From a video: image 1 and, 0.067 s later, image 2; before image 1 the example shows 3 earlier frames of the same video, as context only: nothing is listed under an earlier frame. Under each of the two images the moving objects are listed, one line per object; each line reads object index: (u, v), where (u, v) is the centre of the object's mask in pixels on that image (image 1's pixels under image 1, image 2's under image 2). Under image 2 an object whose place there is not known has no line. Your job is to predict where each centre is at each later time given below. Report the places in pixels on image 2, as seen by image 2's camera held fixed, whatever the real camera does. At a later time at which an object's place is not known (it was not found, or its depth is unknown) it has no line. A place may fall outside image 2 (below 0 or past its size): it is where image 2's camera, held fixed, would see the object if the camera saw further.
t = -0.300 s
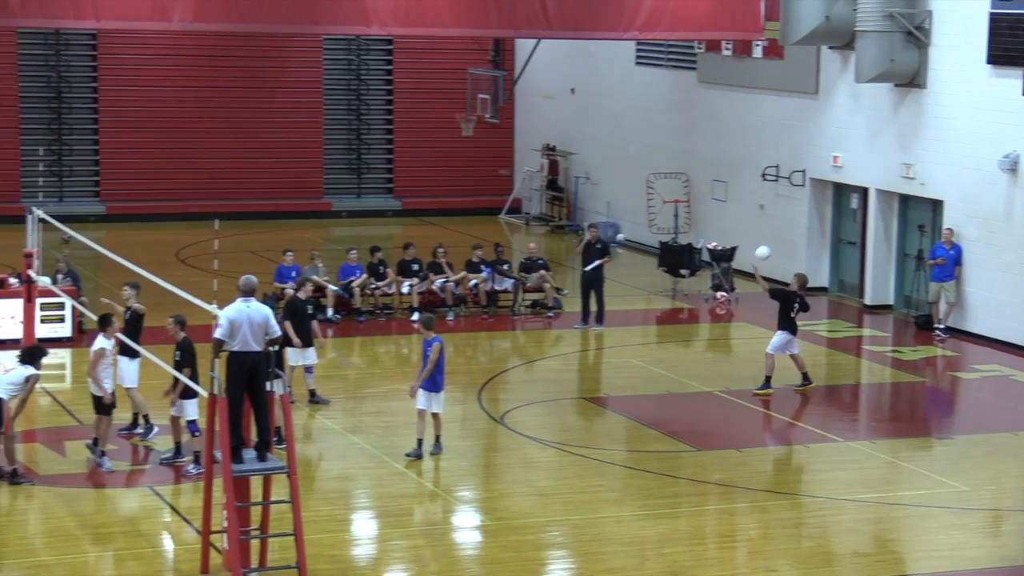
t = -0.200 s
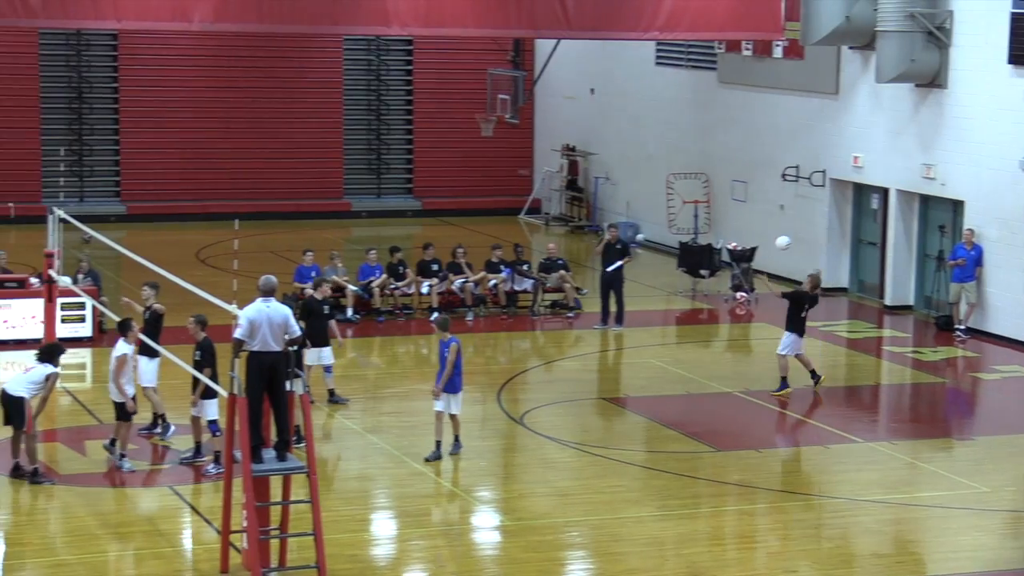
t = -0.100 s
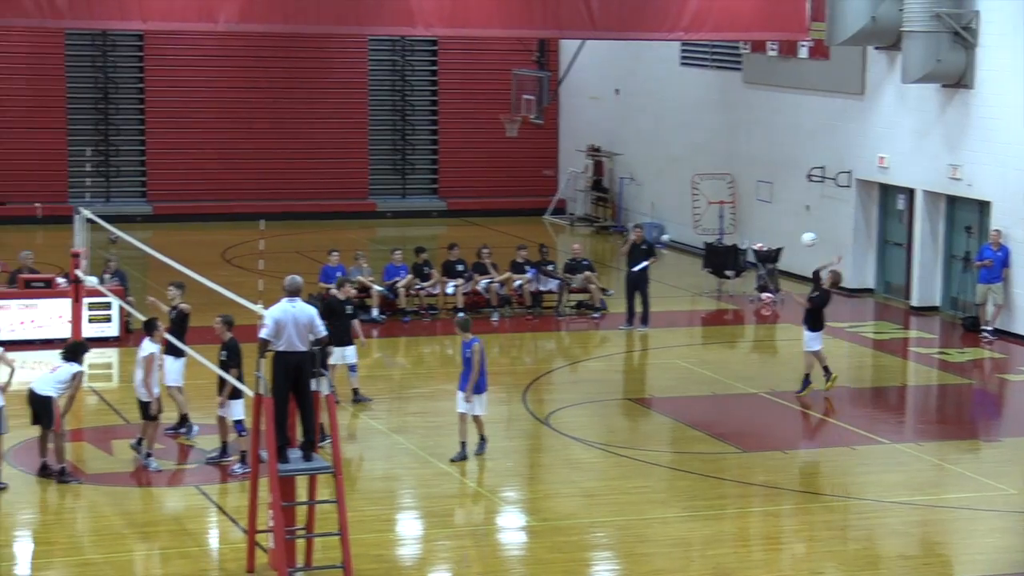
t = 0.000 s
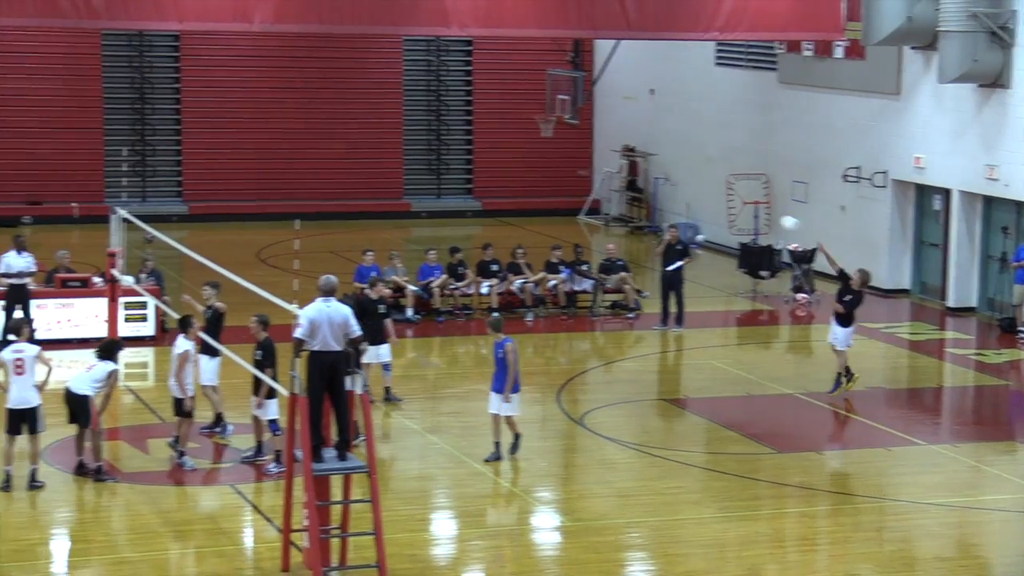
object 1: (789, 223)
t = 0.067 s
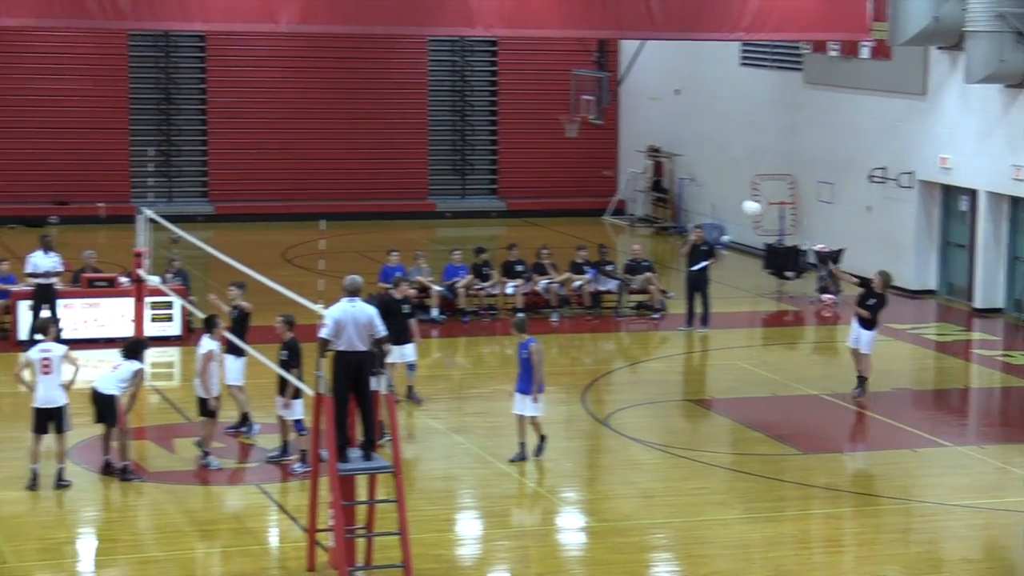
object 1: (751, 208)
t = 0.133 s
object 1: (694, 195)
